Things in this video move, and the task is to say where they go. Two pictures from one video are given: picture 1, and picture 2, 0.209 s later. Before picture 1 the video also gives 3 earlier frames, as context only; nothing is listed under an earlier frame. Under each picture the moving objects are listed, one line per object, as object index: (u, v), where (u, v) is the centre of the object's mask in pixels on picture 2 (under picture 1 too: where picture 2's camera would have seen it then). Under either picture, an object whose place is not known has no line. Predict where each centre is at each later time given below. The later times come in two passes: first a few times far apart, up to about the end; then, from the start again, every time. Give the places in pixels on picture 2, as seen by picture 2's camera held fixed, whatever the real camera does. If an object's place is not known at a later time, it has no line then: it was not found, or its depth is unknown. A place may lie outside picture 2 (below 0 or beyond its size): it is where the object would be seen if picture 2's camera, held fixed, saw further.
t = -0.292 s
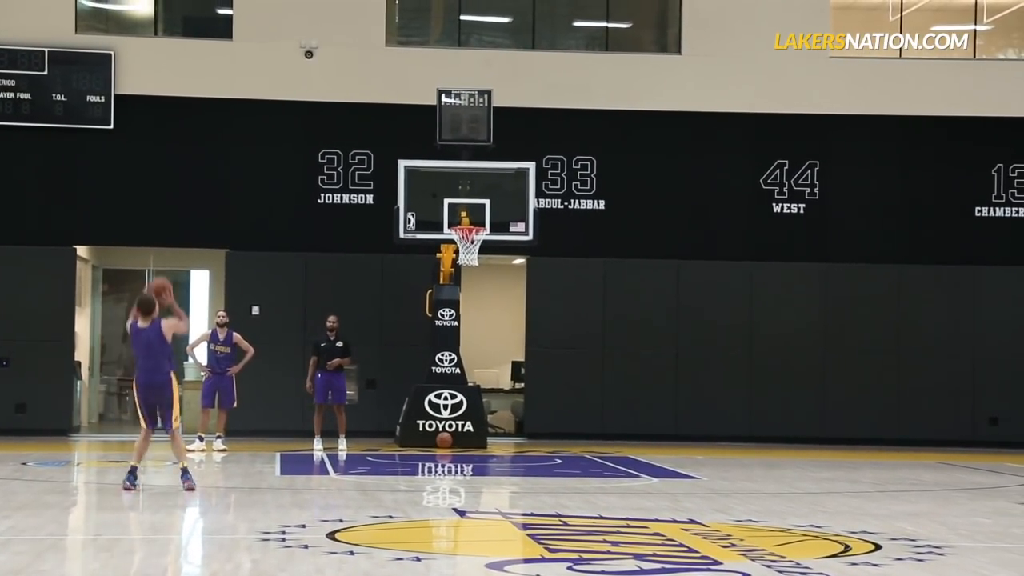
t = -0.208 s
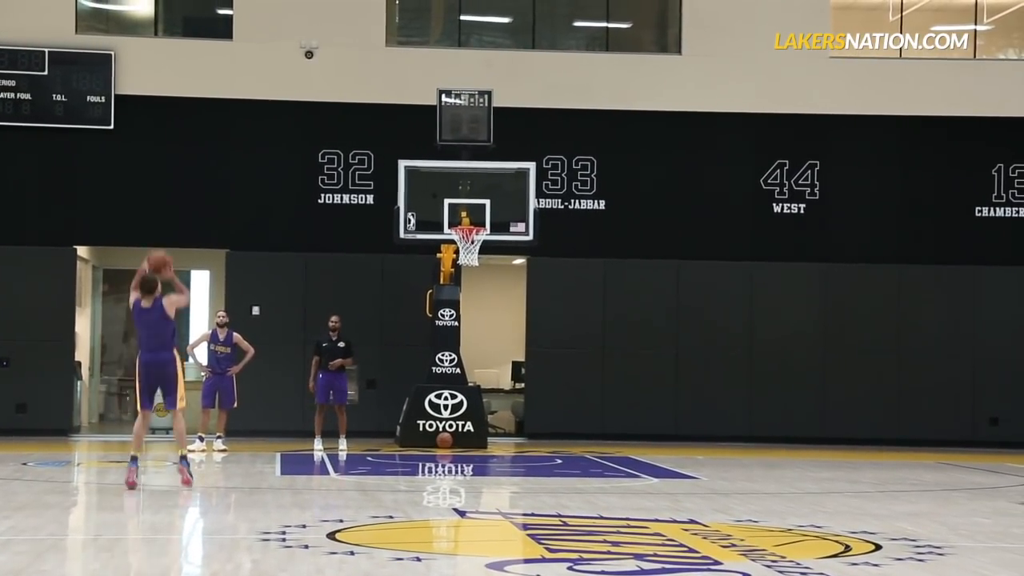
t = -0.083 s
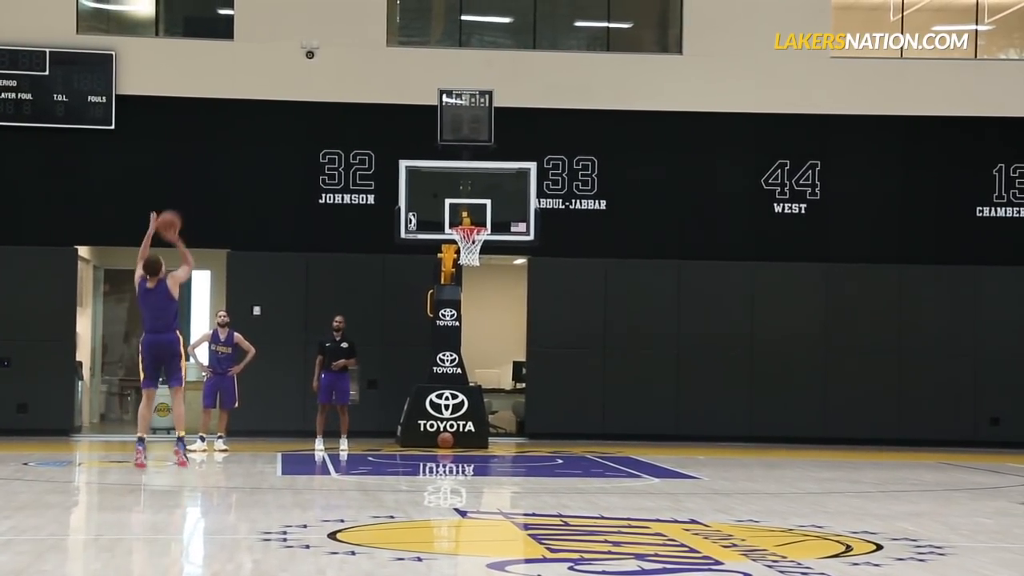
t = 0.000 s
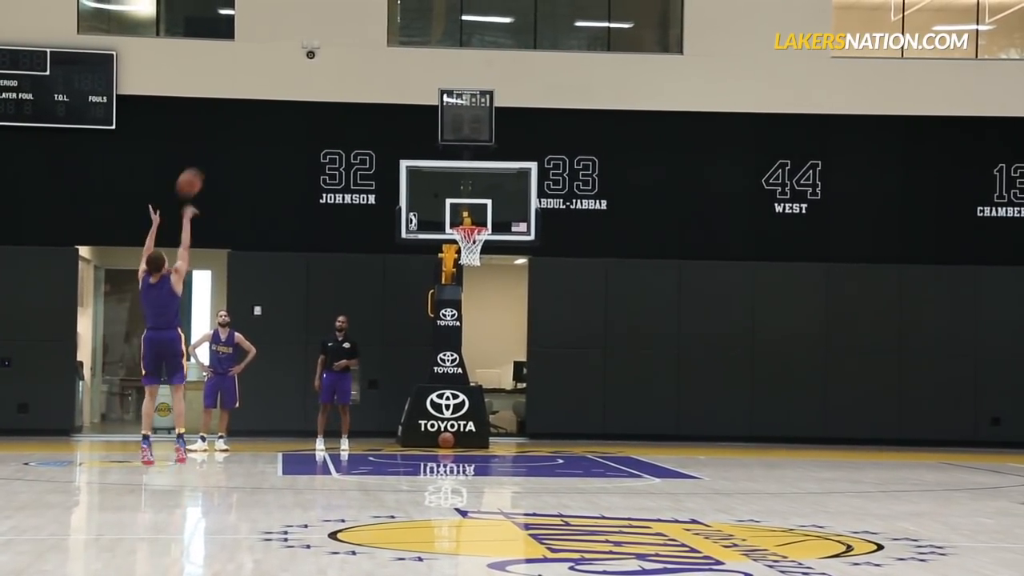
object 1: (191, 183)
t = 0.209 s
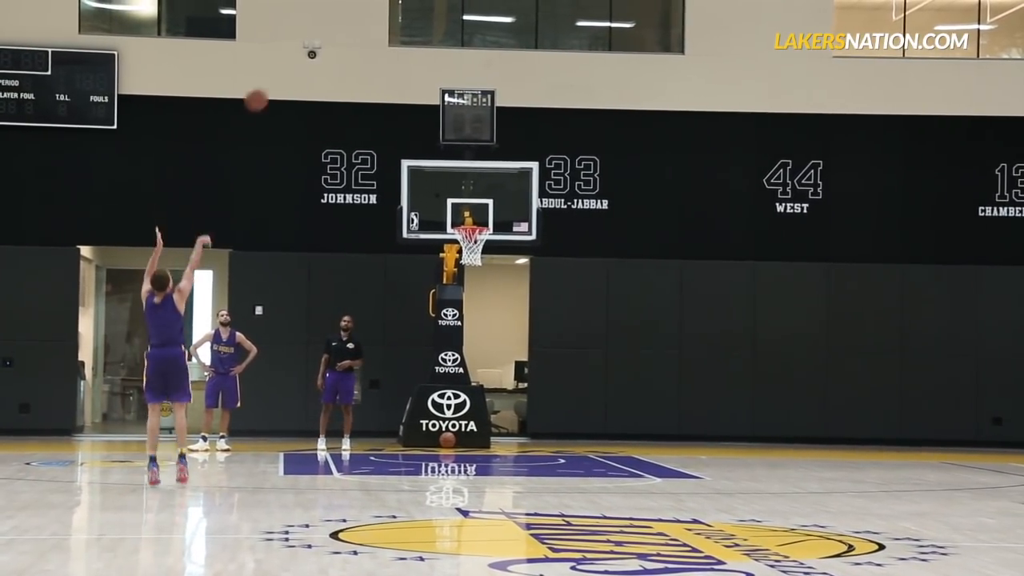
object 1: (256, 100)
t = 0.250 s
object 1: (269, 87)
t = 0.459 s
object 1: (325, 58)
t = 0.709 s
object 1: (386, 69)
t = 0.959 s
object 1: (440, 128)
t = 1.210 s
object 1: (485, 220)
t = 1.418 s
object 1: (466, 203)
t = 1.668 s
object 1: (447, 212)
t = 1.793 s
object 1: (437, 234)
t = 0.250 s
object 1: (269, 87)
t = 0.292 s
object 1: (281, 79)
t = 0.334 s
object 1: (292, 71)
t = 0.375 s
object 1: (303, 65)
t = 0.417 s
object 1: (314, 61)
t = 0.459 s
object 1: (325, 58)
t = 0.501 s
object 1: (336, 56)
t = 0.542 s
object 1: (346, 56)
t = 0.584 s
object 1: (357, 58)
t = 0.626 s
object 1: (367, 60)
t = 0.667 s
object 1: (376, 64)
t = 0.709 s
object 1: (386, 69)
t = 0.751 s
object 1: (395, 76)
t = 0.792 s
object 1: (404, 84)
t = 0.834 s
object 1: (413, 93)
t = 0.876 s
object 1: (422, 104)
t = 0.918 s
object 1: (430, 115)
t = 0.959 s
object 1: (440, 128)
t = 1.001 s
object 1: (448, 141)
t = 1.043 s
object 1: (455, 154)
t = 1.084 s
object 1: (464, 172)
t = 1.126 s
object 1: (471, 187)
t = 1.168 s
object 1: (480, 207)
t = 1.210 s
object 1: (485, 220)
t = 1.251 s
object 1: (481, 217)
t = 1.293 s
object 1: (476, 214)
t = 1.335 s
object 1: (473, 211)
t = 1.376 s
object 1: (469, 206)
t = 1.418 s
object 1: (466, 203)
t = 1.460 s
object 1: (463, 201)
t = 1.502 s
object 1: (460, 201)
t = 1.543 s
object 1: (458, 202)
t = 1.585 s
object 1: (453, 204)
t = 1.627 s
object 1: (450, 207)
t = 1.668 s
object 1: (447, 212)
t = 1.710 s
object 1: (443, 218)
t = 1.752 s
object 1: (440, 225)
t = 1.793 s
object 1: (437, 234)
